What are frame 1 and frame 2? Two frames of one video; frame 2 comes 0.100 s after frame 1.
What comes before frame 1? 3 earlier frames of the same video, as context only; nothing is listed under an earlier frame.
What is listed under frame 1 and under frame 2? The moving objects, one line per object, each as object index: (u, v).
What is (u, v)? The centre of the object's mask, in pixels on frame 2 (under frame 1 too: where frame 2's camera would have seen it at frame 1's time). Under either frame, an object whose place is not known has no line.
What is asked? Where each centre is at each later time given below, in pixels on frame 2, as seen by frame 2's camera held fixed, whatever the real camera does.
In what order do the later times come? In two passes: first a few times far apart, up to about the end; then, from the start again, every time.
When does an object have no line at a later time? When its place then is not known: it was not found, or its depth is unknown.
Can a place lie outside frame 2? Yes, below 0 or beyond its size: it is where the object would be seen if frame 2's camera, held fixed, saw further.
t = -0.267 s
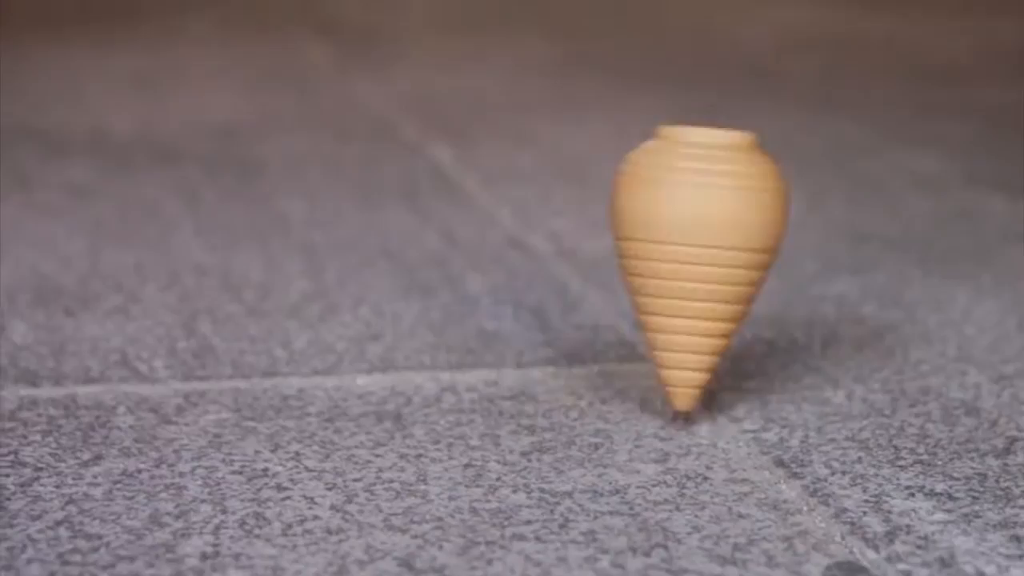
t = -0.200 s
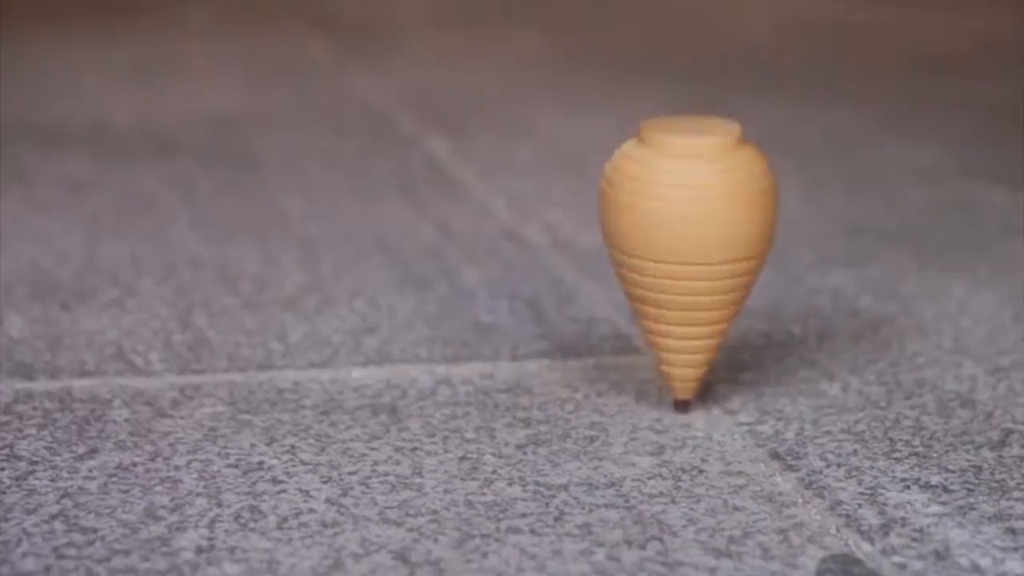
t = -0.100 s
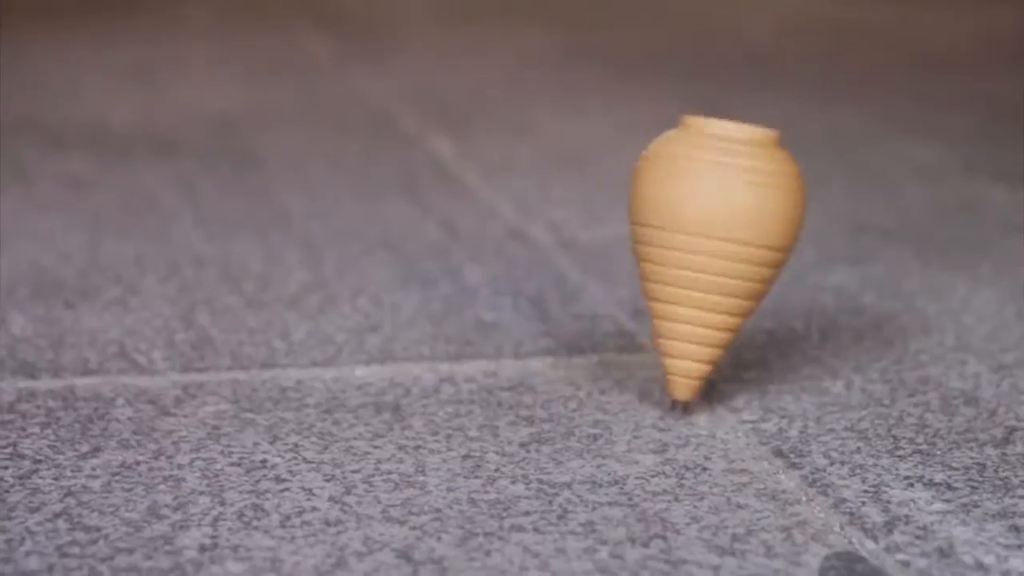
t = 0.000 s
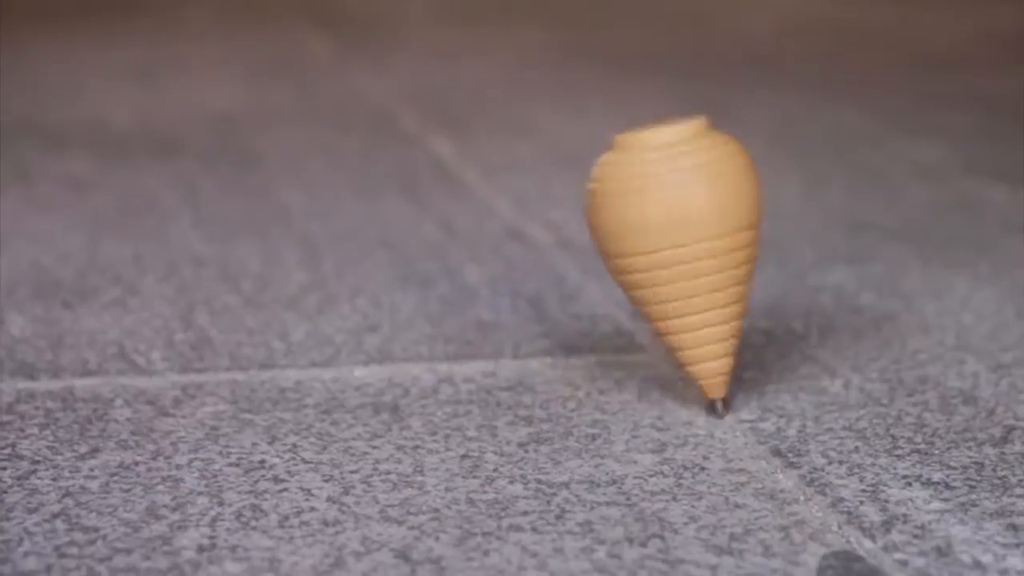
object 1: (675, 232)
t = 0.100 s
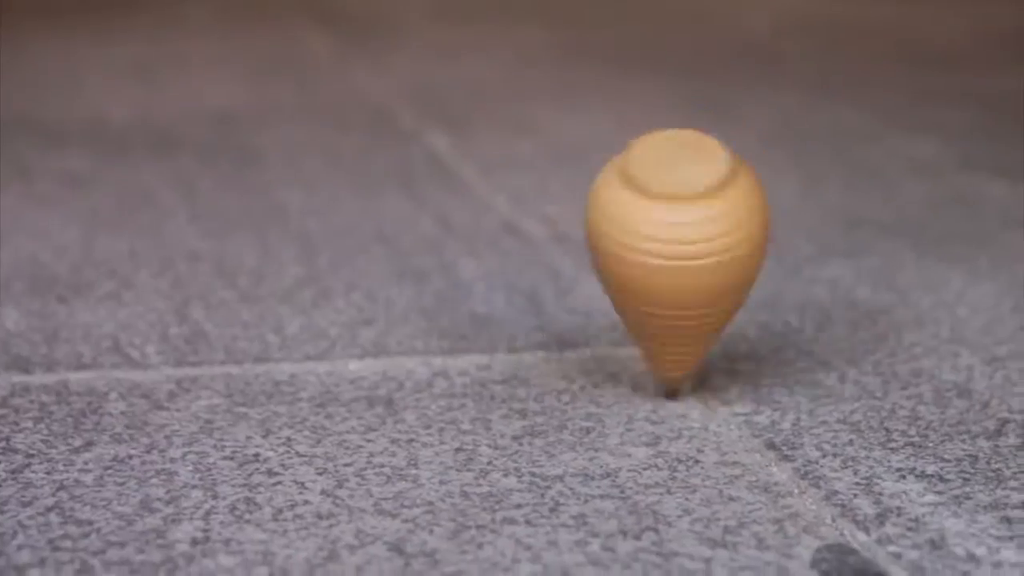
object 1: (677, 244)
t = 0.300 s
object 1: (661, 237)
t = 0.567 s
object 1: (715, 247)
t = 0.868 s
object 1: (715, 243)
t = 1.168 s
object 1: (759, 256)
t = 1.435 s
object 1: (729, 282)
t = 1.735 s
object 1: (722, 278)
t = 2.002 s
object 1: (802, 285)
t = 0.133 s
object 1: (685, 244)
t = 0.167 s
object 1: (707, 244)
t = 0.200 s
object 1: (698, 242)
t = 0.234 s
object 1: (681, 238)
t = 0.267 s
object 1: (668, 237)
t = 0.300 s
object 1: (661, 237)
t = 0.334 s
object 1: (679, 237)
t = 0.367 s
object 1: (691, 243)
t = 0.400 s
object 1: (688, 246)
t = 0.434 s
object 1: (677, 247)
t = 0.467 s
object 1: (672, 247)
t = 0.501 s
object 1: (679, 248)
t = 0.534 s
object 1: (708, 247)
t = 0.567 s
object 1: (715, 247)
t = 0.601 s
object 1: (716, 249)
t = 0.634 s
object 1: (698, 248)
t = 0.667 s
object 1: (690, 249)
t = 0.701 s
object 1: (690, 246)
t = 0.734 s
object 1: (704, 244)
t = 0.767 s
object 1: (716, 244)
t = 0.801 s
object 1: (728, 244)
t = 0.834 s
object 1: (722, 245)
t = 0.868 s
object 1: (715, 243)
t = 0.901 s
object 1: (708, 245)
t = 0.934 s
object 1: (718, 244)
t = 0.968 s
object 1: (728, 243)
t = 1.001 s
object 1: (737, 245)
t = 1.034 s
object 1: (740, 246)
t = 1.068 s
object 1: (744, 245)
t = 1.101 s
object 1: (741, 254)
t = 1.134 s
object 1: (749, 255)
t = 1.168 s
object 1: (759, 256)
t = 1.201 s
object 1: (776, 259)
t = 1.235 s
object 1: (796, 262)
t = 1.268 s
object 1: (798, 262)
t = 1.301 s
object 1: (785, 265)
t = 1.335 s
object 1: (736, 273)
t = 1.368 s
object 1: (729, 275)
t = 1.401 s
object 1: (711, 285)
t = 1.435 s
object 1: (729, 282)
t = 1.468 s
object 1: (755, 283)
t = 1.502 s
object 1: (788, 287)
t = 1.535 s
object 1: (801, 289)
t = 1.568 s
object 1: (799, 290)
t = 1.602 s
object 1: (785, 278)
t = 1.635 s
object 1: (767, 275)
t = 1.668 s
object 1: (753, 273)
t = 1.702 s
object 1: (731, 272)
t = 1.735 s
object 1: (722, 278)
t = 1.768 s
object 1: (721, 278)
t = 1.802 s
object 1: (732, 274)
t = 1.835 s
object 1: (776, 277)
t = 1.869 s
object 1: (787, 279)
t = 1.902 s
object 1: (813, 289)
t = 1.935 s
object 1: (817, 293)
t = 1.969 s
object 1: (815, 288)
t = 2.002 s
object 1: (802, 285)
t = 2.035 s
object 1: (766, 287)
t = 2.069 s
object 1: (756, 289)
